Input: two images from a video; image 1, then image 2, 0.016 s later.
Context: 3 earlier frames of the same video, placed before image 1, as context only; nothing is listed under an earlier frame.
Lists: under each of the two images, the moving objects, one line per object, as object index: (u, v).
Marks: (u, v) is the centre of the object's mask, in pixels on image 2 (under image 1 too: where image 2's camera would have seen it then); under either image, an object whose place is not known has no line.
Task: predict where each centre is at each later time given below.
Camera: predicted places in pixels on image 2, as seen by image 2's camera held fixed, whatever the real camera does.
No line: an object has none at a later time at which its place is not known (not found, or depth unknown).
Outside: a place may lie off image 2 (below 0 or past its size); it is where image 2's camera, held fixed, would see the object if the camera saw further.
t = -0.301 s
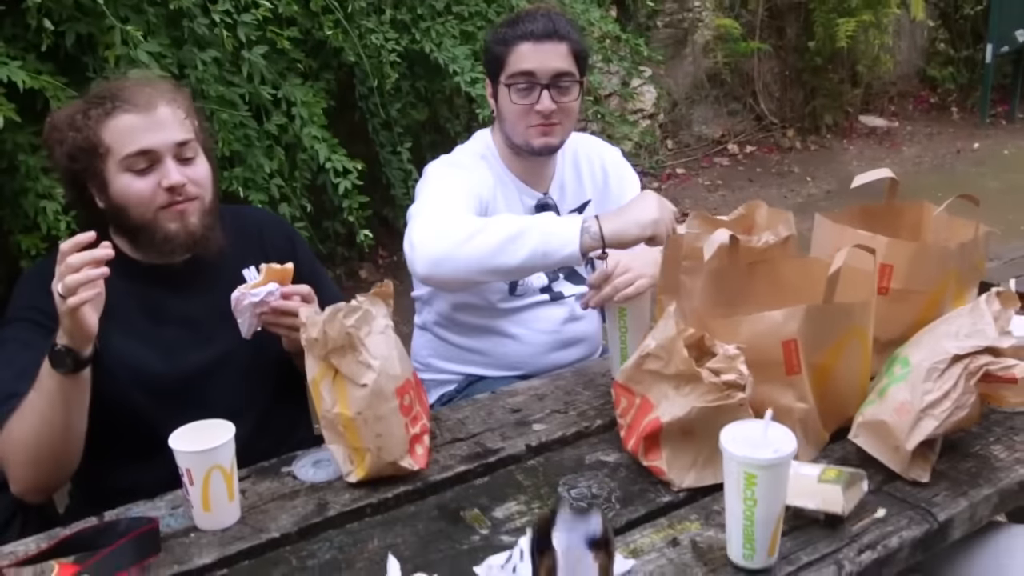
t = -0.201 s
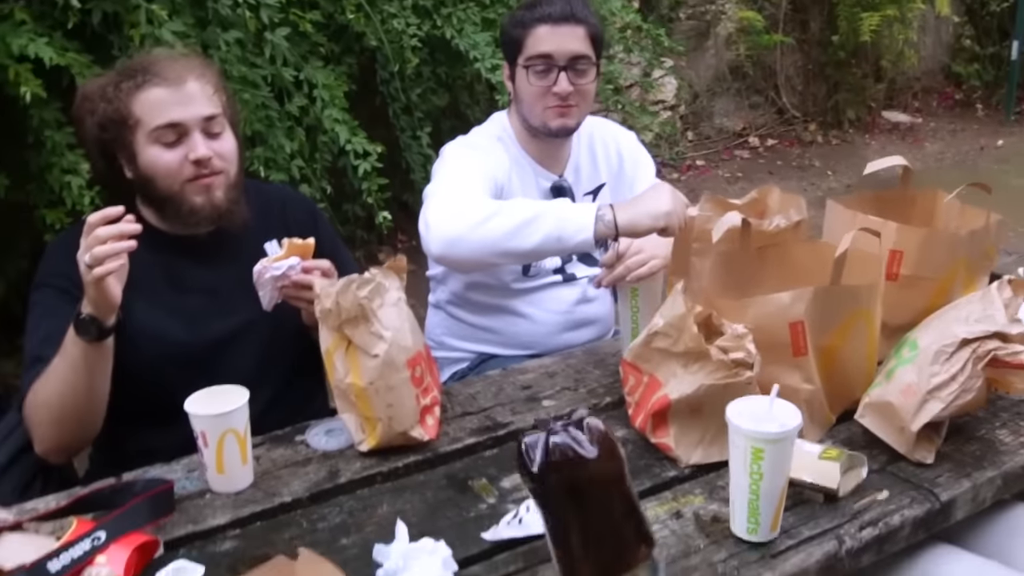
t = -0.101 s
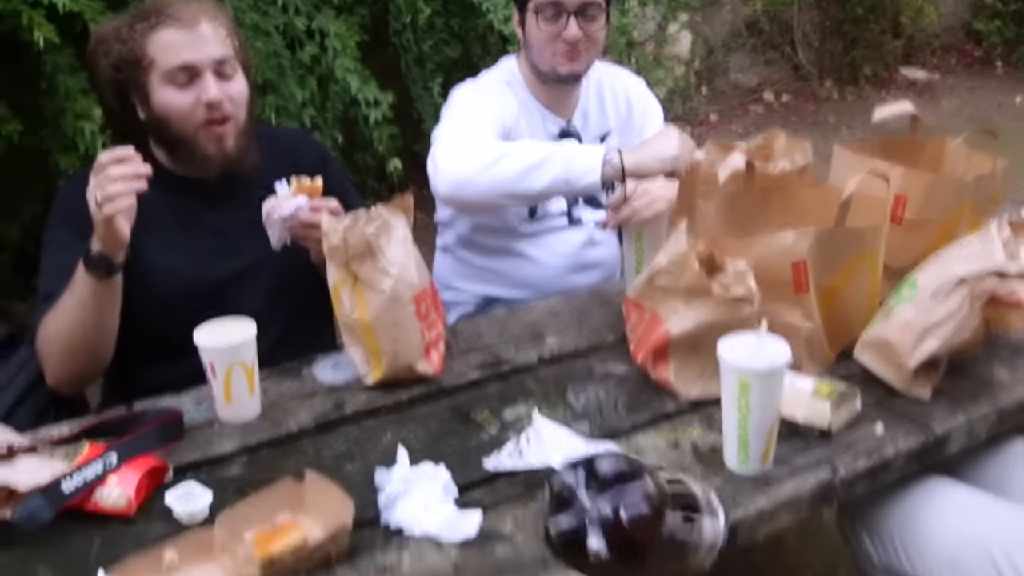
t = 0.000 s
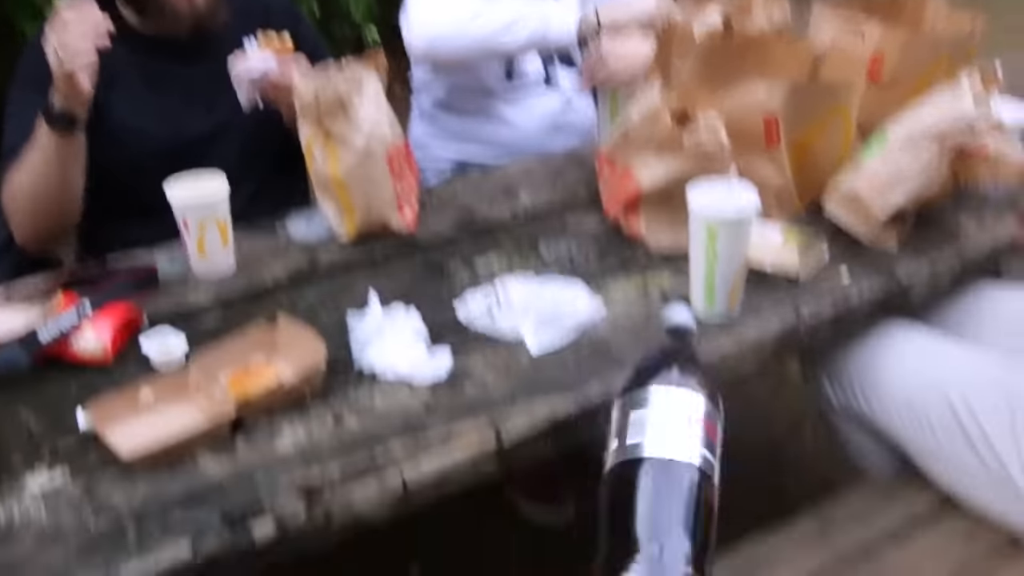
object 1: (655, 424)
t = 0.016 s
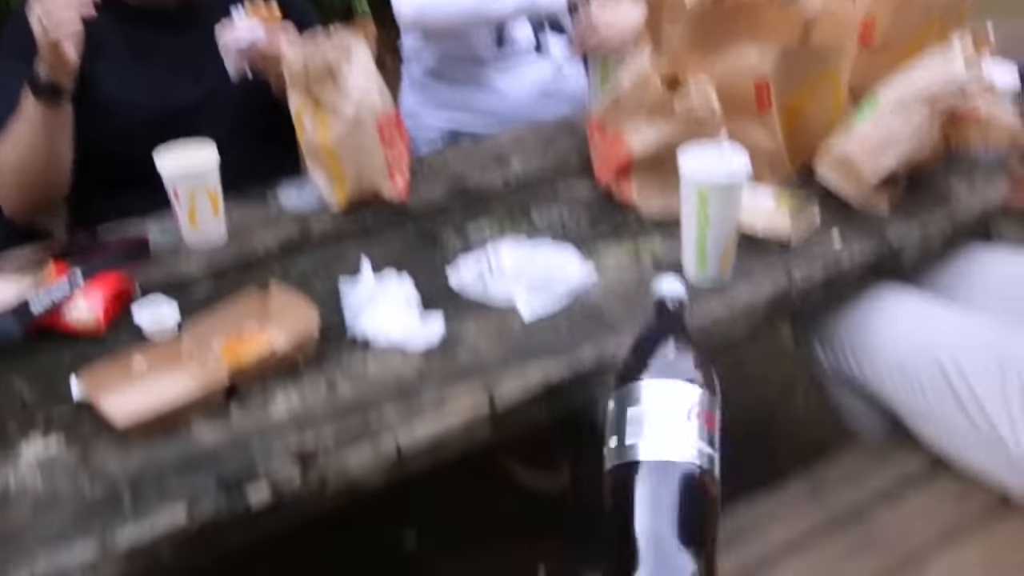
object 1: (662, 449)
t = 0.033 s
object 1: (668, 480)
